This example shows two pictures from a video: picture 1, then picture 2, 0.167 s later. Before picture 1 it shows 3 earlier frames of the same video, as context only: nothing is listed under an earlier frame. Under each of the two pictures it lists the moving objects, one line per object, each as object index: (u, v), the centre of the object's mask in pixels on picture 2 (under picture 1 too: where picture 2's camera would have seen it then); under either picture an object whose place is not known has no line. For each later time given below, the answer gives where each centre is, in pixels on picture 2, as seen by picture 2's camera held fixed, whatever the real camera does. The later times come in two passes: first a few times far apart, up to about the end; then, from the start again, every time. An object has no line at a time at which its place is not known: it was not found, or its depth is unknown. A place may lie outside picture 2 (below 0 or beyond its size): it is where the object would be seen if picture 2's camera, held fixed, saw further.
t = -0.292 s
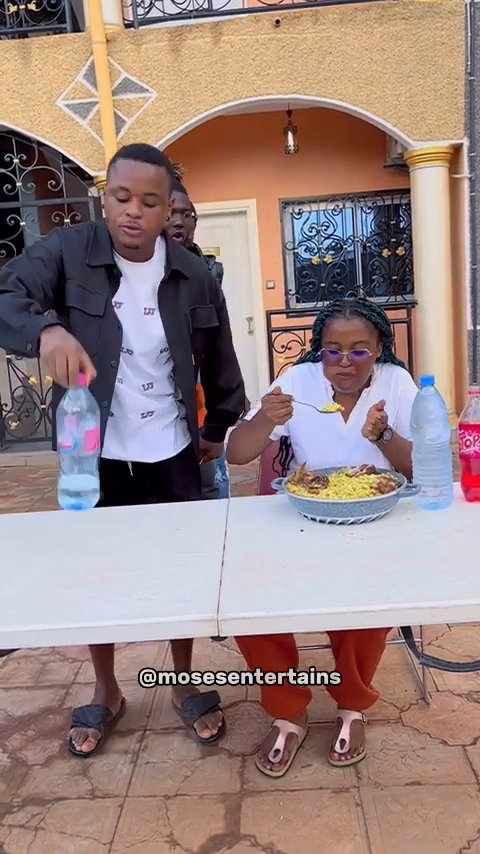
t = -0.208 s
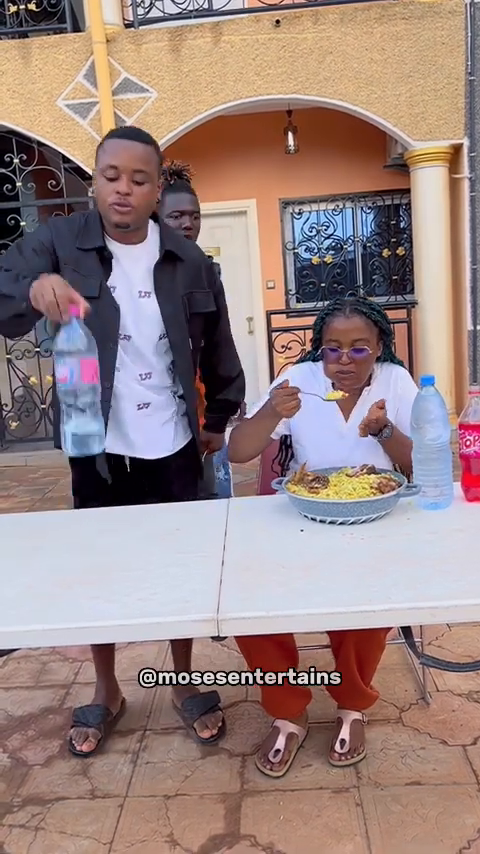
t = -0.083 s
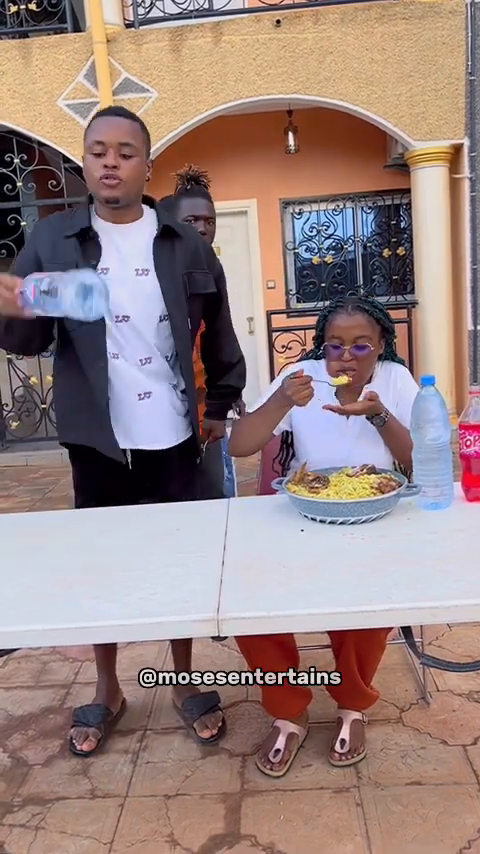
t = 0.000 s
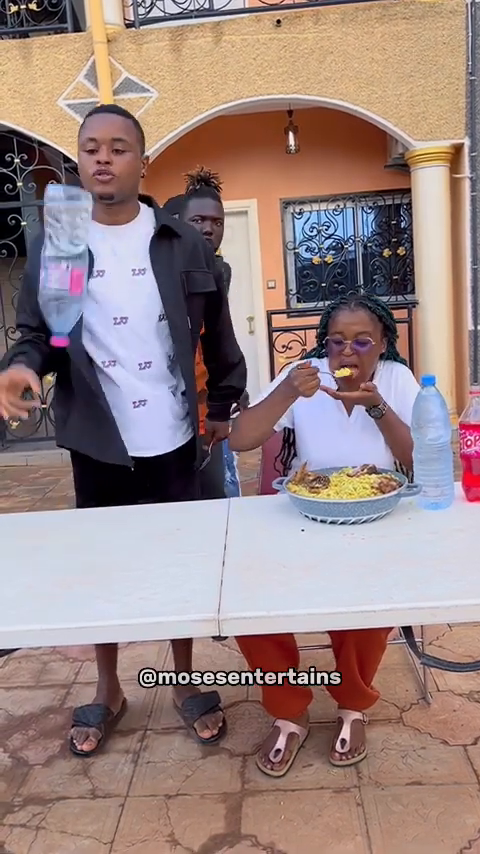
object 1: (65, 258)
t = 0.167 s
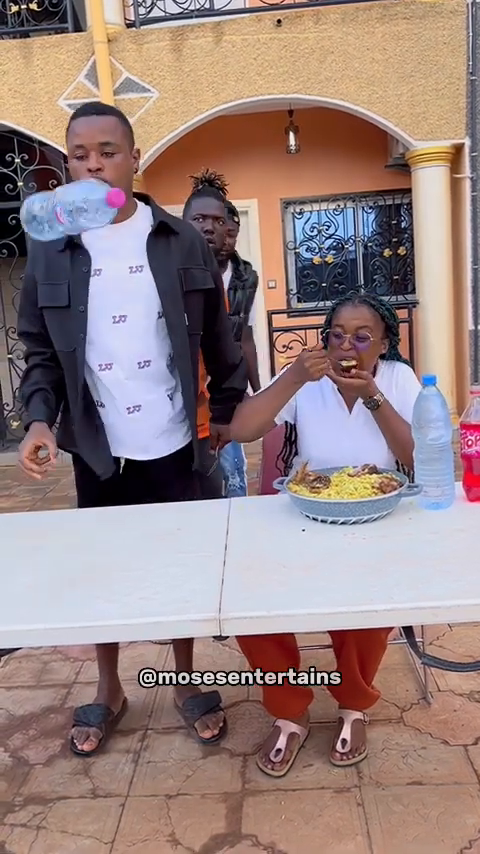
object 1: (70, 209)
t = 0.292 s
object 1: (72, 299)
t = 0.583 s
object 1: (118, 523)
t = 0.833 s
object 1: (141, 533)
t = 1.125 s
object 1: (145, 531)
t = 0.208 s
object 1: (69, 231)
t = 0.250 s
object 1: (70, 254)
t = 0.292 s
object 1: (72, 299)
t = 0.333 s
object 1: (75, 356)
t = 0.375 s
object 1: (80, 423)
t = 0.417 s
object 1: (84, 471)
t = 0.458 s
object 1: (93, 498)
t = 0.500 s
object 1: (104, 504)
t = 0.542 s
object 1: (112, 514)
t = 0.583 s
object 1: (118, 523)
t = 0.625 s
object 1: (128, 535)
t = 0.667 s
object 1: (134, 536)
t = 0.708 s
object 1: (136, 535)
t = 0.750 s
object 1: (137, 534)
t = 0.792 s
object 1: (139, 534)
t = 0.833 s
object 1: (141, 533)
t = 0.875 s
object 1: (142, 533)
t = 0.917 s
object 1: (142, 533)
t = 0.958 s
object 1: (142, 533)
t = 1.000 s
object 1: (143, 532)
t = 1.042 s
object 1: (144, 531)
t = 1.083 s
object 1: (145, 530)
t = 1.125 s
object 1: (145, 531)
